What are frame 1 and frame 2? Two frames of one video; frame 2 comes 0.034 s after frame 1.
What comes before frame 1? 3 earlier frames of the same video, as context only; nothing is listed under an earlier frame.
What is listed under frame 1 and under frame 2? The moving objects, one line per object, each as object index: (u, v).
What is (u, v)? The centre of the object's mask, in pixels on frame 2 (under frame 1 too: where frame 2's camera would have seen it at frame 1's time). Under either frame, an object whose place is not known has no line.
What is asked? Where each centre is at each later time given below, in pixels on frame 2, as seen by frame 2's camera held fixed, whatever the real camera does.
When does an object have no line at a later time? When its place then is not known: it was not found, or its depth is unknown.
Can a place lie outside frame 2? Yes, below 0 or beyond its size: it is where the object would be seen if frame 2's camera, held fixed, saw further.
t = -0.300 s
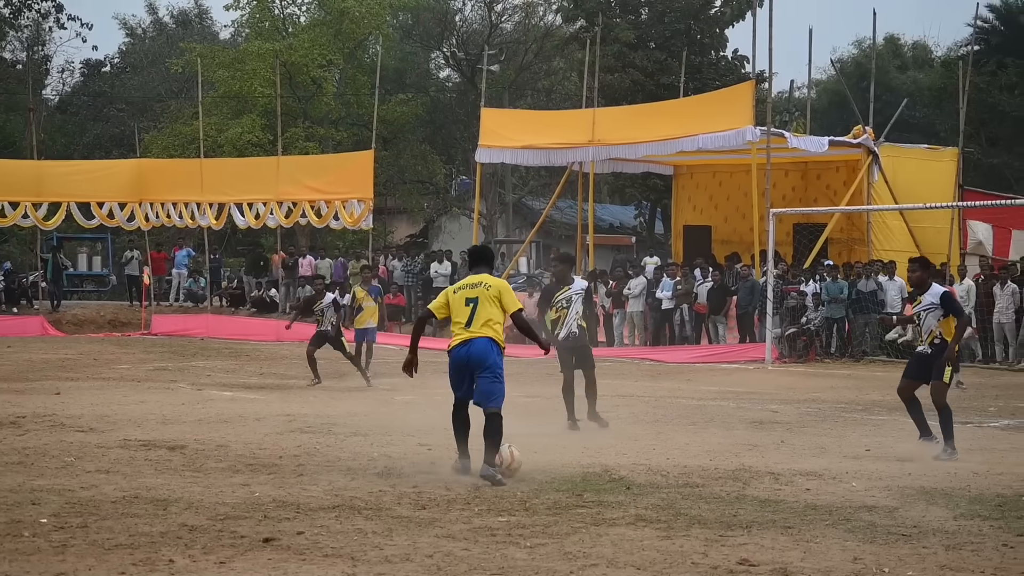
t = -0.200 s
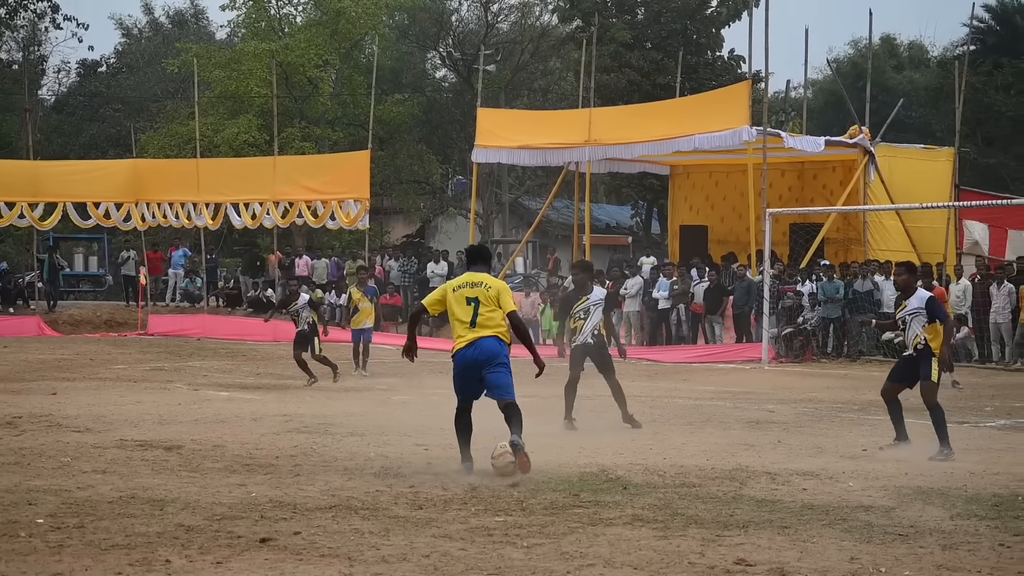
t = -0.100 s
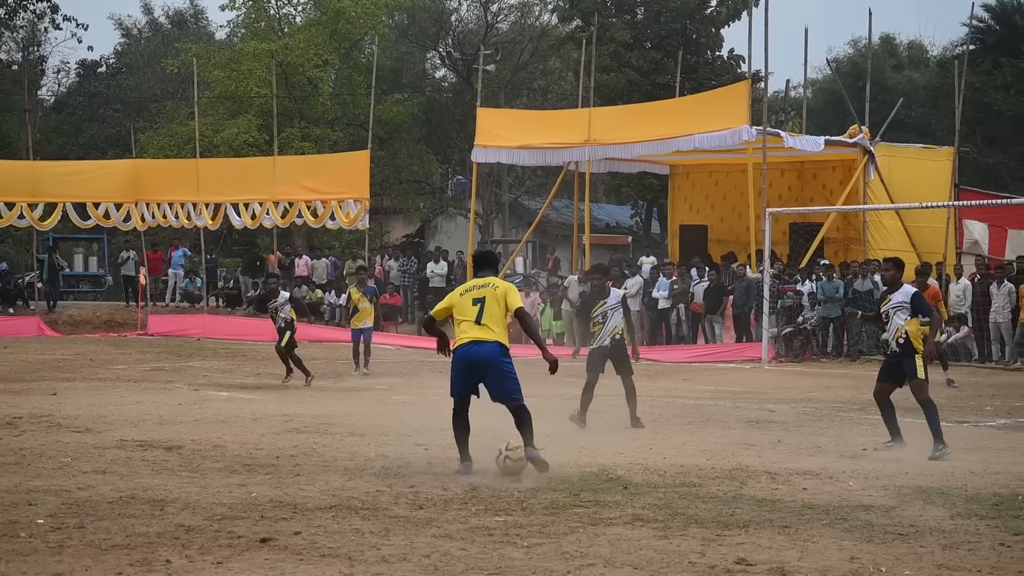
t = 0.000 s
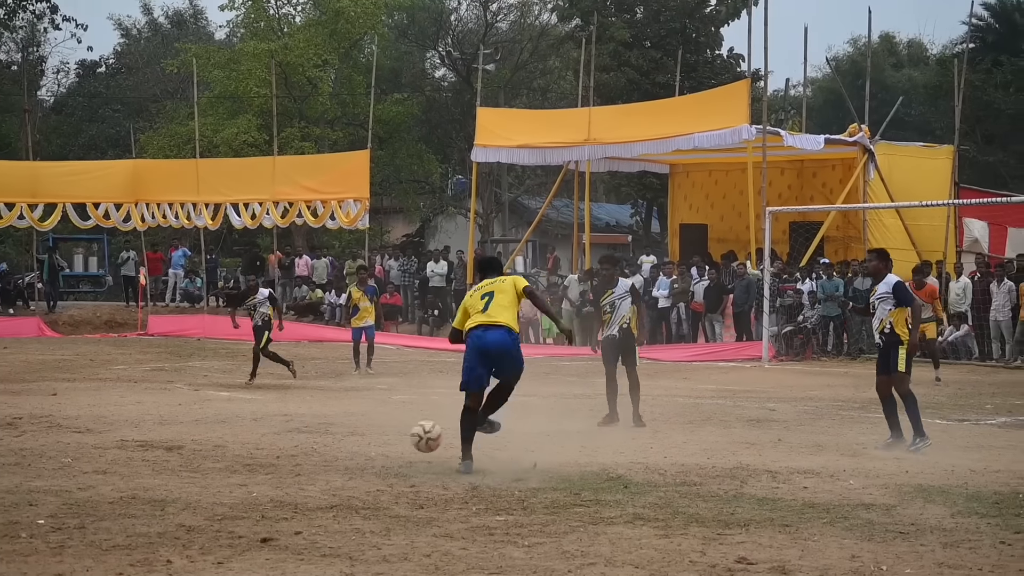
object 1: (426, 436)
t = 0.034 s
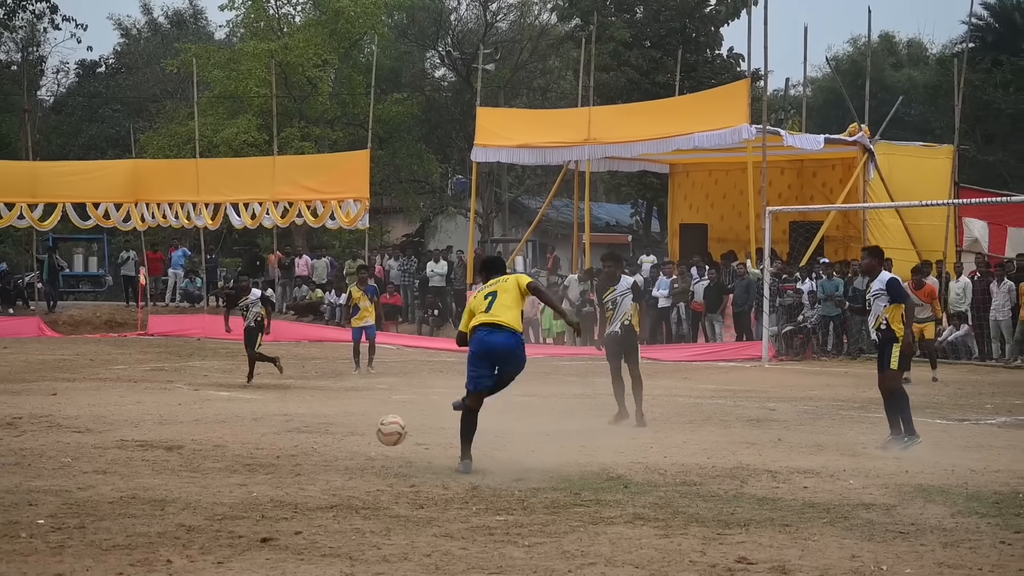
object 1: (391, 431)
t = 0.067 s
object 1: (358, 426)
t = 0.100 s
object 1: (325, 423)
